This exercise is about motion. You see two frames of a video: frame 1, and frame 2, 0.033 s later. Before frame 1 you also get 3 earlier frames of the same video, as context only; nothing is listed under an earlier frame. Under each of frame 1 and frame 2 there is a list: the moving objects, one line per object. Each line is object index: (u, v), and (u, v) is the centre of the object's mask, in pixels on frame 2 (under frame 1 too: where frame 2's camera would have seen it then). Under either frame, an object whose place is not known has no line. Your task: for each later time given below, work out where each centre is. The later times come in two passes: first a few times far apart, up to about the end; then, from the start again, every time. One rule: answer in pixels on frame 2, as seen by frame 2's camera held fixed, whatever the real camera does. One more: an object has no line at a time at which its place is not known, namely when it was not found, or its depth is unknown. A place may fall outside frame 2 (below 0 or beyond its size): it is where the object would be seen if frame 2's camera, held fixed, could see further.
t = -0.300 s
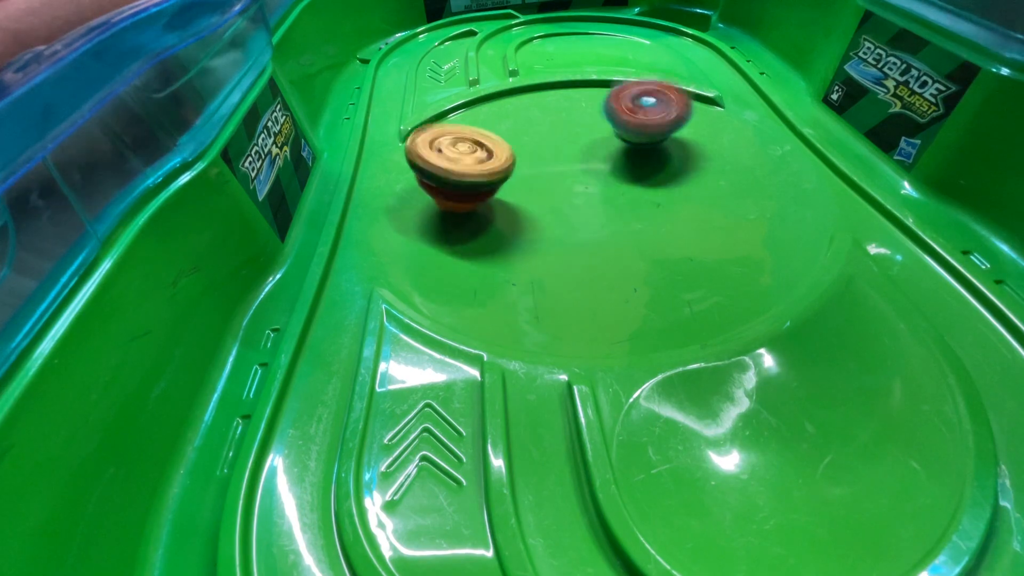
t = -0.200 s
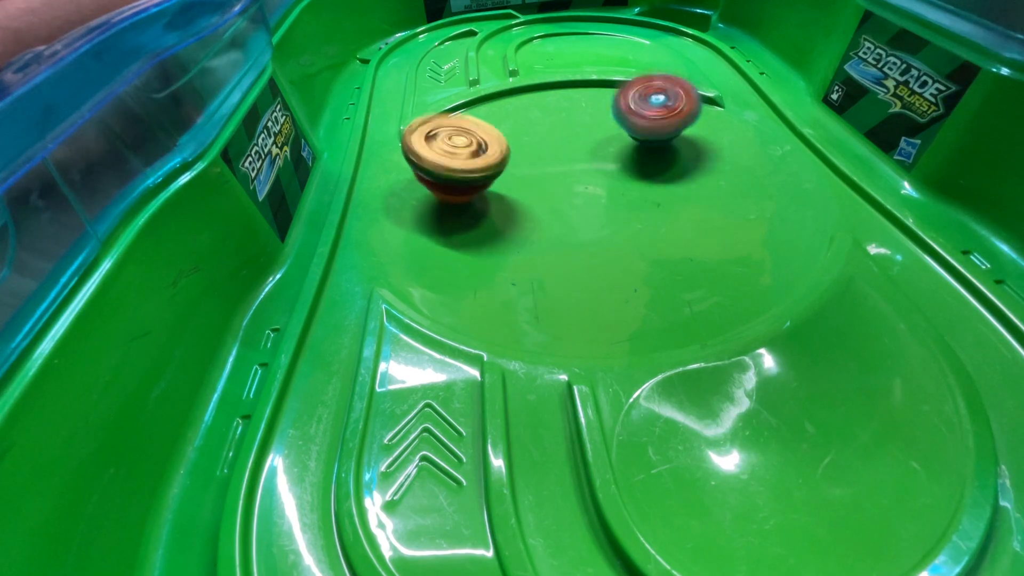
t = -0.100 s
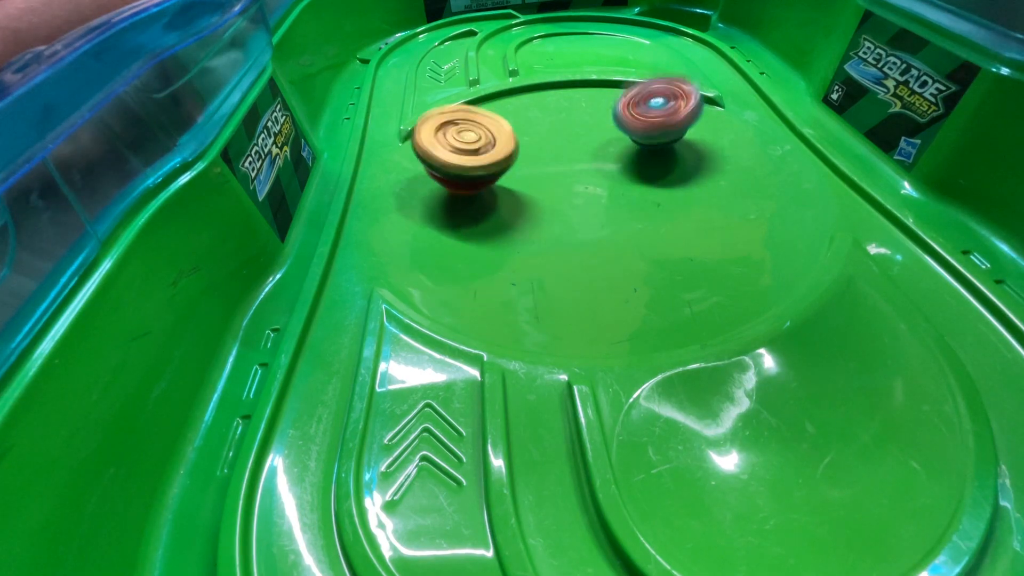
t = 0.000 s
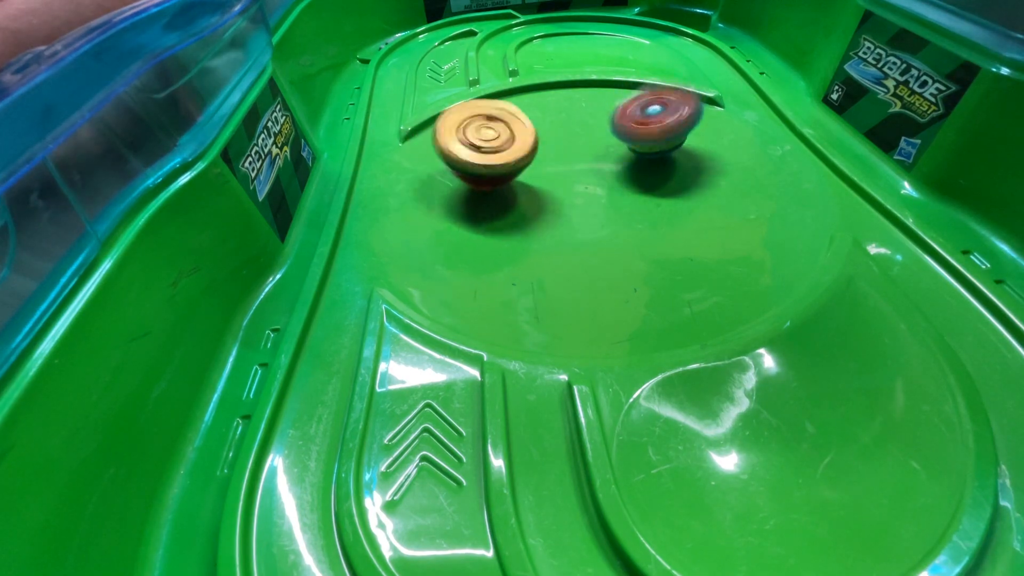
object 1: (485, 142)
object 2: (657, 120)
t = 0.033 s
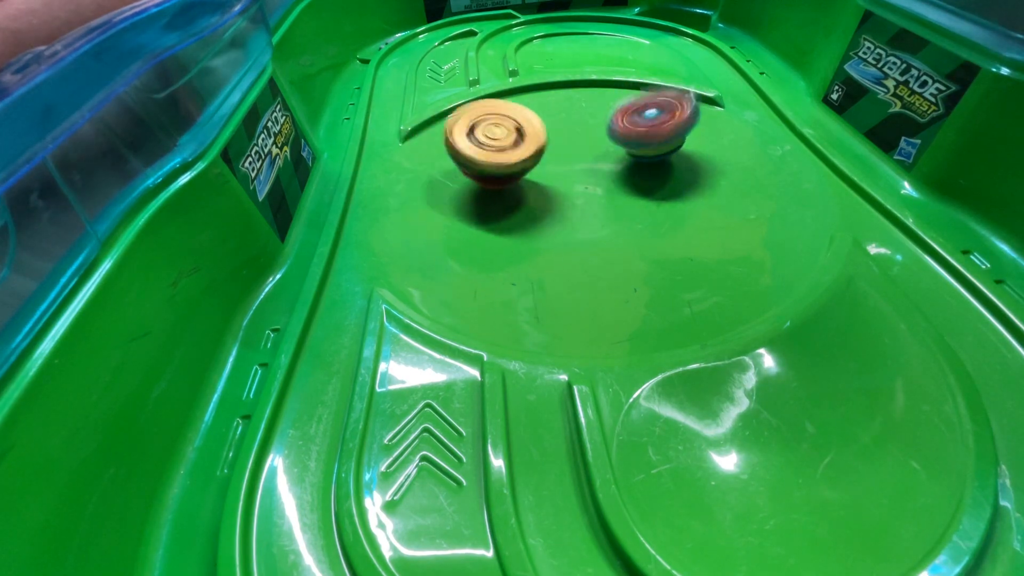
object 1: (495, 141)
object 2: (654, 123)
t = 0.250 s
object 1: (488, 126)
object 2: (747, 151)
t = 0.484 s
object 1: (425, 106)
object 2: (868, 189)
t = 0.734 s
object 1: (453, 124)
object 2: (926, 207)
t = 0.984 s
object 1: (563, 171)
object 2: (929, 209)
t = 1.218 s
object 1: (691, 213)
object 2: (927, 220)
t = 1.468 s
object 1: (745, 225)
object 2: (928, 221)
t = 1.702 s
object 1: (670, 202)
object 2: (928, 220)
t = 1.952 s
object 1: (573, 144)
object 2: (927, 221)
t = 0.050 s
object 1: (500, 140)
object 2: (653, 127)
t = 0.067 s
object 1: (505, 140)
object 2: (650, 128)
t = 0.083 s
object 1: (511, 140)
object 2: (650, 130)
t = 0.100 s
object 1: (516, 139)
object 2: (648, 133)
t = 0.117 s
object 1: (522, 139)
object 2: (645, 134)
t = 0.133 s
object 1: (528, 139)
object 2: (644, 137)
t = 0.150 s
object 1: (535, 139)
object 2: (641, 138)
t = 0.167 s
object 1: (540, 138)
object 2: (639, 139)
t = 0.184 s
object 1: (539, 138)
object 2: (646, 139)
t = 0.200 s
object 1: (525, 138)
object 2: (667, 141)
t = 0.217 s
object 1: (511, 130)
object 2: (699, 146)
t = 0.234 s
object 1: (497, 130)
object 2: (726, 147)
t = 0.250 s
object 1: (488, 126)
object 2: (747, 151)
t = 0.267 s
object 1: (480, 124)
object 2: (775, 151)
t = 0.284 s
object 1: (473, 122)
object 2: (798, 151)
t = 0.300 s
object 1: (467, 119)
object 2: (822, 152)
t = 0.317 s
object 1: (460, 117)
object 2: (839, 156)
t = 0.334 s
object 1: (455, 116)
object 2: (854, 158)
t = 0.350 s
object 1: (448, 114)
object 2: (867, 160)
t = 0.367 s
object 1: (444, 112)
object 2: (872, 168)
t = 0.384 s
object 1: (440, 112)
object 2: (869, 174)
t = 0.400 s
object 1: (437, 110)
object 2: (865, 179)
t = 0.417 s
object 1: (433, 108)
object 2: (866, 182)
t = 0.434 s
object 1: (430, 108)
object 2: (868, 185)
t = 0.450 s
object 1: (428, 108)
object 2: (862, 191)
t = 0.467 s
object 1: (427, 107)
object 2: (863, 189)
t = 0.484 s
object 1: (425, 106)
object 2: (868, 189)
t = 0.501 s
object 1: (424, 106)
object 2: (877, 192)
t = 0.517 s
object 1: (423, 105)
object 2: (881, 195)
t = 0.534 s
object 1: (424, 105)
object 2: (887, 197)
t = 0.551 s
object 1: (425, 106)
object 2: (902, 194)
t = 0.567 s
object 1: (427, 106)
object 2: (918, 195)
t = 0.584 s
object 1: (426, 107)
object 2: (923, 199)
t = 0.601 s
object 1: (427, 108)
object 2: (917, 200)
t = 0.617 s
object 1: (429, 109)
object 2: (912, 199)
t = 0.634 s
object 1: (432, 111)
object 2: (917, 197)
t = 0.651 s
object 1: (435, 112)
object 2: (915, 201)
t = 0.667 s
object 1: (438, 114)
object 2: (918, 204)
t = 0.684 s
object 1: (441, 116)
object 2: (922, 204)
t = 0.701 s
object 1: (444, 118)
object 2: (930, 204)
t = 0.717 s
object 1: (448, 121)
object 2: (931, 202)
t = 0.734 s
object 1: (453, 124)
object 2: (926, 207)
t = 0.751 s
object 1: (459, 126)
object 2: (923, 208)
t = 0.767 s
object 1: (464, 128)
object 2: (923, 210)
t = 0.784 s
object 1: (470, 133)
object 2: (924, 209)
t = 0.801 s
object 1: (476, 135)
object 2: (927, 208)
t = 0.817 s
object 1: (483, 139)
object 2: (927, 208)
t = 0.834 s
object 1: (489, 142)
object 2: (929, 207)
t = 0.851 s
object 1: (496, 146)
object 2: (930, 209)
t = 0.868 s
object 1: (504, 149)
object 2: (926, 211)
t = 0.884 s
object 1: (512, 151)
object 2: (929, 212)
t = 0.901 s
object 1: (519, 156)
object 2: (927, 214)
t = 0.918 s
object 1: (529, 159)
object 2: (927, 212)
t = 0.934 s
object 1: (536, 162)
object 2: (929, 212)
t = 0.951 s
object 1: (545, 165)
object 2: (927, 213)
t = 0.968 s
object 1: (554, 168)
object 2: (928, 210)
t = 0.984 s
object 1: (563, 171)
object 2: (929, 209)
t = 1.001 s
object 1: (572, 174)
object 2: (929, 211)
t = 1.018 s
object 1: (579, 178)
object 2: (931, 210)
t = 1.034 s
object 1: (589, 181)
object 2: (930, 210)
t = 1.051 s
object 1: (598, 185)
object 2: (930, 210)
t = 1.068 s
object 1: (606, 188)
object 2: (929, 210)
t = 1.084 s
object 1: (616, 191)
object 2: (925, 210)
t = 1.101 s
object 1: (626, 193)
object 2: (924, 210)
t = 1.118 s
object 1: (635, 197)
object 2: (928, 211)
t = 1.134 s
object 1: (644, 200)
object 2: (930, 211)
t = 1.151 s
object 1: (654, 203)
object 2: (929, 212)
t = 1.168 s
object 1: (663, 205)
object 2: (927, 214)
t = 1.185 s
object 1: (671, 208)
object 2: (927, 217)
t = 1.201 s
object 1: (681, 211)
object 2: (926, 218)
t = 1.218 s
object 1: (691, 213)
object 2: (927, 220)
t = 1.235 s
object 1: (698, 214)
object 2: (927, 220)
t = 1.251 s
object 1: (706, 216)
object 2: (927, 220)
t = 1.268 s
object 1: (714, 218)
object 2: (927, 220)
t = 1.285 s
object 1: (720, 220)
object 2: (927, 220)
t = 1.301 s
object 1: (725, 221)
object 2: (928, 220)
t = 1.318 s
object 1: (731, 222)
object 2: (927, 221)
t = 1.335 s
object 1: (736, 222)
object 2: (927, 221)
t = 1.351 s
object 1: (740, 223)
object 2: (927, 221)
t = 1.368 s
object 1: (743, 224)
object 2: (927, 221)
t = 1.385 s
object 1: (745, 225)
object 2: (928, 220)
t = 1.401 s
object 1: (747, 225)
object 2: (928, 221)
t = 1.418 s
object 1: (747, 226)
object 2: (928, 220)
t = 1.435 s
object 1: (748, 226)
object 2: (927, 221)
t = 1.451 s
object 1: (747, 226)
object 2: (928, 220)
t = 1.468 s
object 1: (745, 225)
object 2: (928, 221)
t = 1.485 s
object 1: (742, 226)
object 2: (928, 221)
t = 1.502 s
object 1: (739, 226)
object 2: (928, 221)
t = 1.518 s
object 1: (737, 224)
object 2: (928, 221)
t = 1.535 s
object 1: (732, 224)
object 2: (928, 221)
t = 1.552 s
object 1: (728, 223)
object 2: (928, 221)
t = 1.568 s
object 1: (722, 222)
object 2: (927, 221)
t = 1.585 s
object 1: (717, 219)
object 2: (928, 220)
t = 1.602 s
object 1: (711, 218)
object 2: (928, 221)
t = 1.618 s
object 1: (705, 217)
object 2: (928, 220)
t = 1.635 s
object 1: (699, 213)
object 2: (927, 221)
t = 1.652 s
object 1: (691, 211)
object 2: (927, 221)
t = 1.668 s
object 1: (684, 210)
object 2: (928, 220)
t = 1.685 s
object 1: (677, 207)
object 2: (928, 221)
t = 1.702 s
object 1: (670, 202)
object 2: (928, 220)
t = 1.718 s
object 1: (661, 200)
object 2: (928, 221)
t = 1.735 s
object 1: (654, 197)
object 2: (928, 221)
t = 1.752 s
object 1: (647, 193)
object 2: (928, 221)
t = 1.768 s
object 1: (640, 189)
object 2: (928, 221)
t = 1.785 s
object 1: (632, 186)
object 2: (928, 221)
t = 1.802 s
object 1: (626, 182)
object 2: (927, 221)
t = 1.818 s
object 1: (619, 177)
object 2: (927, 221)
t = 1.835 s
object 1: (611, 173)
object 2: (928, 221)
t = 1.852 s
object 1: (605, 169)
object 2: (927, 221)
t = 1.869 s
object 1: (599, 165)
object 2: (927, 222)
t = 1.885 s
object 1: (593, 161)
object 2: (927, 222)
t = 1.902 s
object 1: (587, 157)
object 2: (927, 221)
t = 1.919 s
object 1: (582, 153)
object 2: (928, 221)
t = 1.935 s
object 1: (578, 148)
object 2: (928, 221)
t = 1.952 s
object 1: (573, 144)
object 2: (927, 221)
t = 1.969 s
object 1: (569, 141)
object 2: (928, 220)
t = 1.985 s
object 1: (565, 137)
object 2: (927, 221)
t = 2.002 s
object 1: (562, 132)
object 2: (927, 221)
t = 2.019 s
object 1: (557, 128)
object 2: (927, 221)
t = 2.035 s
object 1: (554, 124)
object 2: (927, 221)
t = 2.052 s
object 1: (551, 120)
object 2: (928, 220)
